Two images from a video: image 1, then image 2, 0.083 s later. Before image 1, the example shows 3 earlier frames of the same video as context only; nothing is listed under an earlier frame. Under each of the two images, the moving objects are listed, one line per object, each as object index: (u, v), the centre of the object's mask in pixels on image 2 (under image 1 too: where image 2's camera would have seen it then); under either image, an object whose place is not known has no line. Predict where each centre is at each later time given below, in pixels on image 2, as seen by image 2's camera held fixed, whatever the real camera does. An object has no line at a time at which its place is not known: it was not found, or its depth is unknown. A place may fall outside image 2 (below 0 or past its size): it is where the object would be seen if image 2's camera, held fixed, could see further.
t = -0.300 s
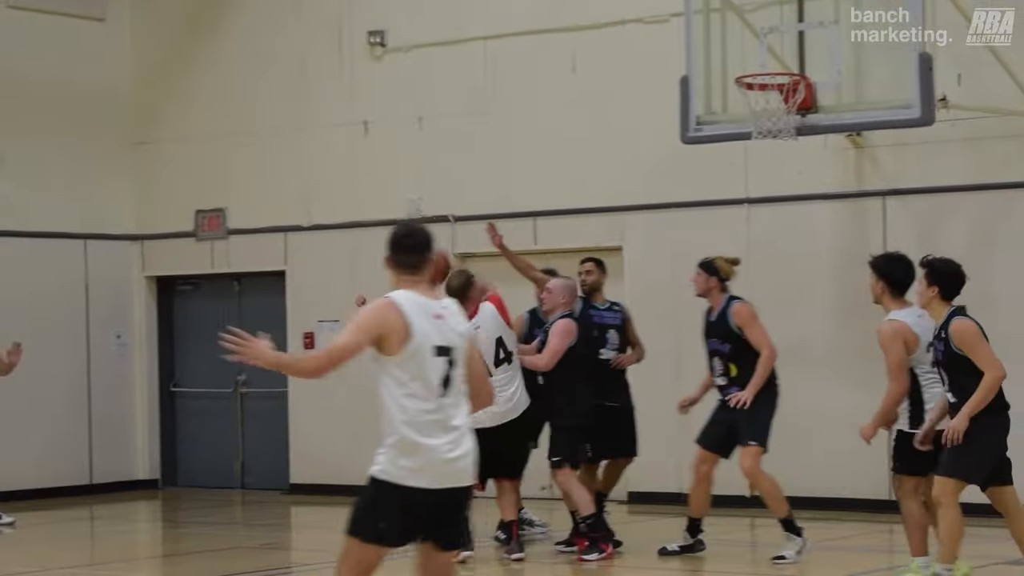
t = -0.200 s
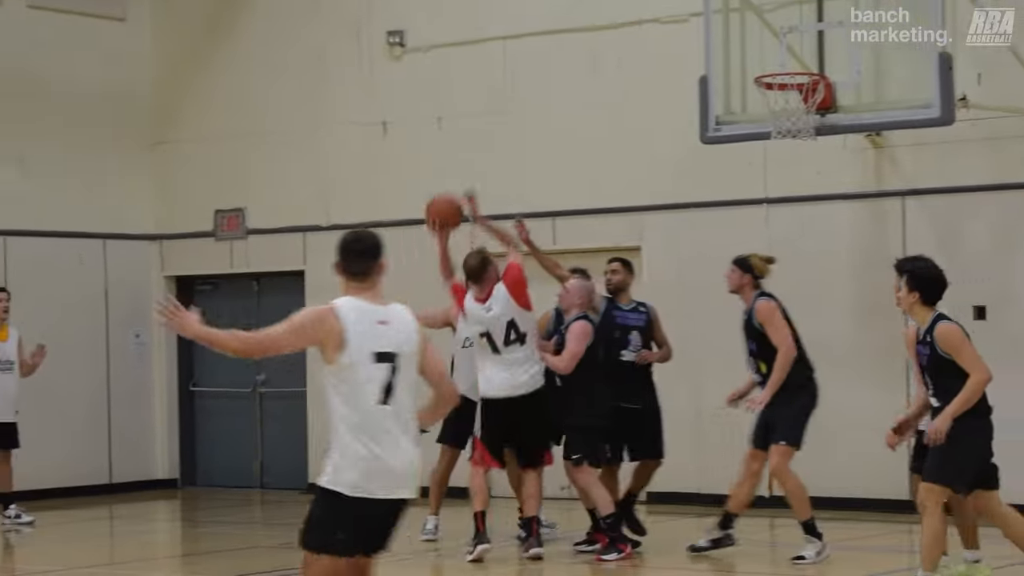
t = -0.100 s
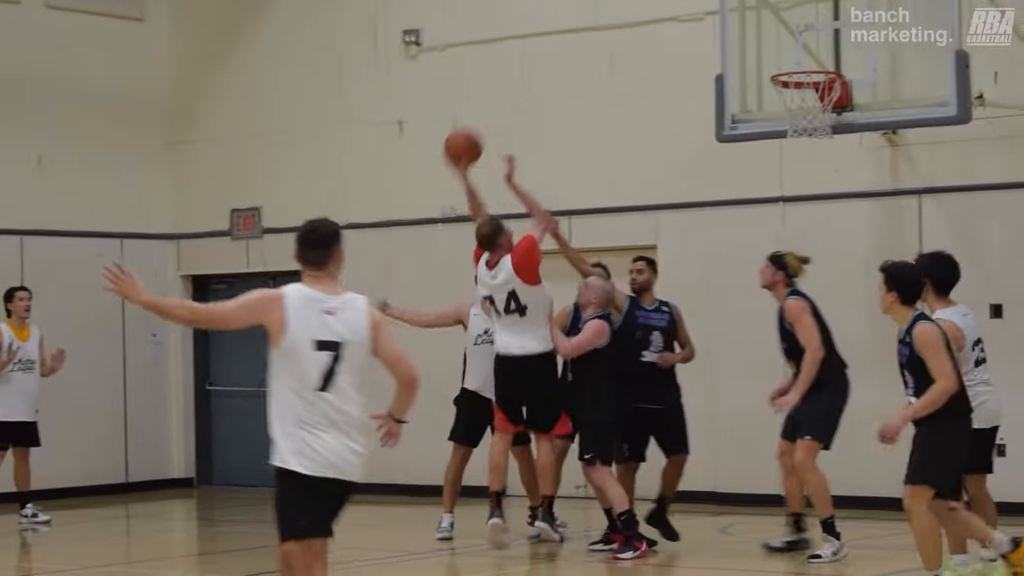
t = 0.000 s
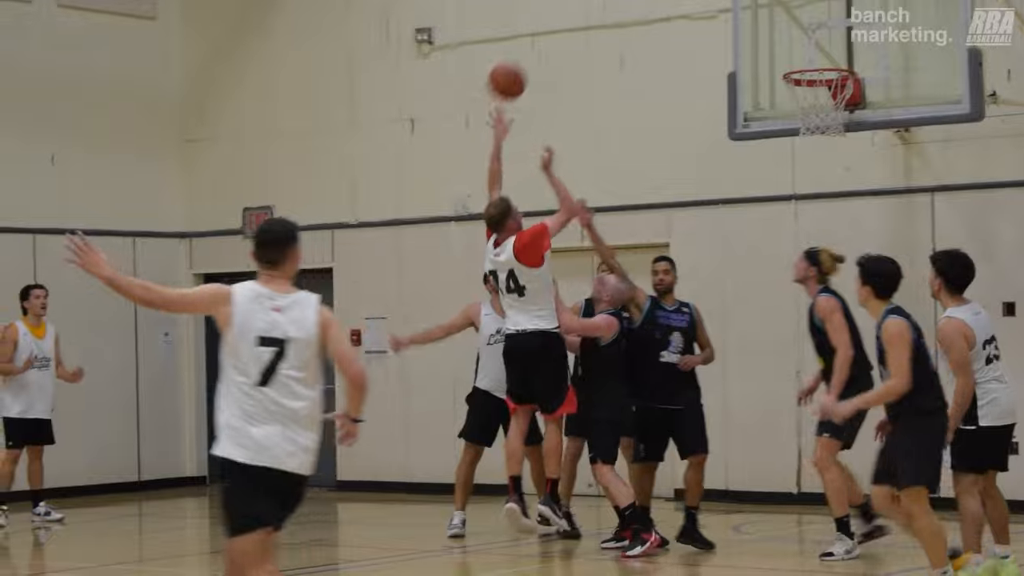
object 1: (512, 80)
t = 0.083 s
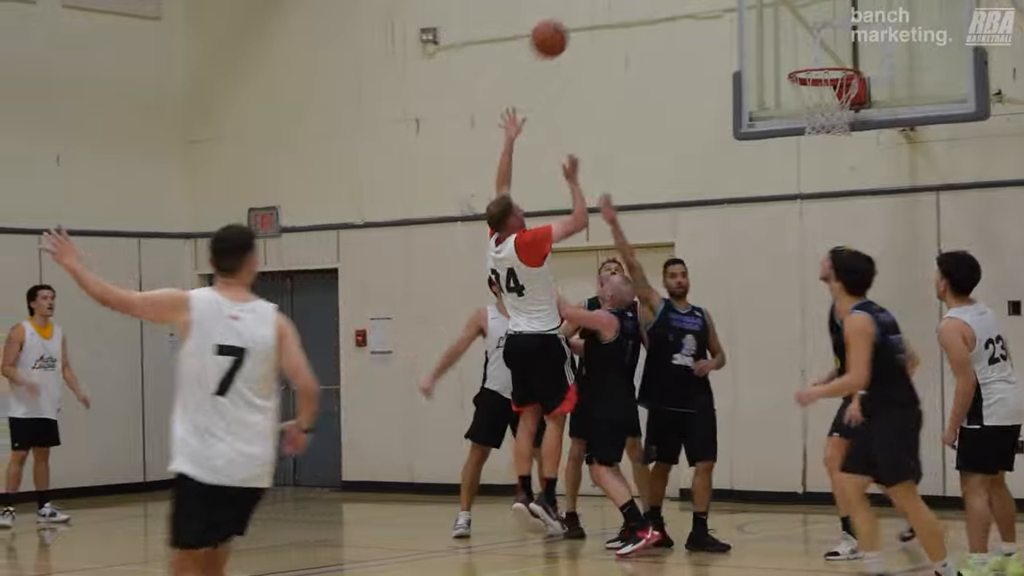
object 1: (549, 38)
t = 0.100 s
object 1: (556, 31)
